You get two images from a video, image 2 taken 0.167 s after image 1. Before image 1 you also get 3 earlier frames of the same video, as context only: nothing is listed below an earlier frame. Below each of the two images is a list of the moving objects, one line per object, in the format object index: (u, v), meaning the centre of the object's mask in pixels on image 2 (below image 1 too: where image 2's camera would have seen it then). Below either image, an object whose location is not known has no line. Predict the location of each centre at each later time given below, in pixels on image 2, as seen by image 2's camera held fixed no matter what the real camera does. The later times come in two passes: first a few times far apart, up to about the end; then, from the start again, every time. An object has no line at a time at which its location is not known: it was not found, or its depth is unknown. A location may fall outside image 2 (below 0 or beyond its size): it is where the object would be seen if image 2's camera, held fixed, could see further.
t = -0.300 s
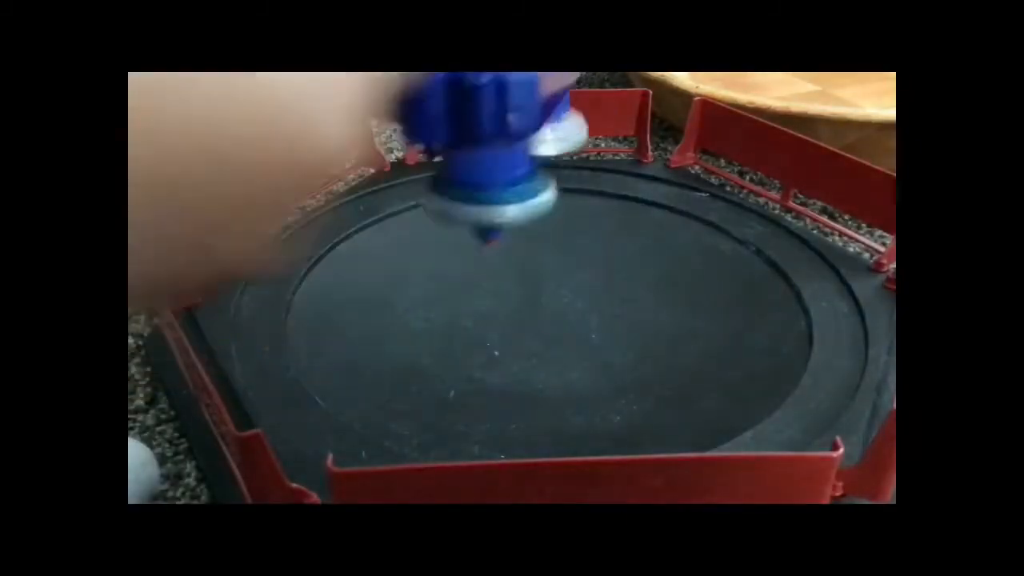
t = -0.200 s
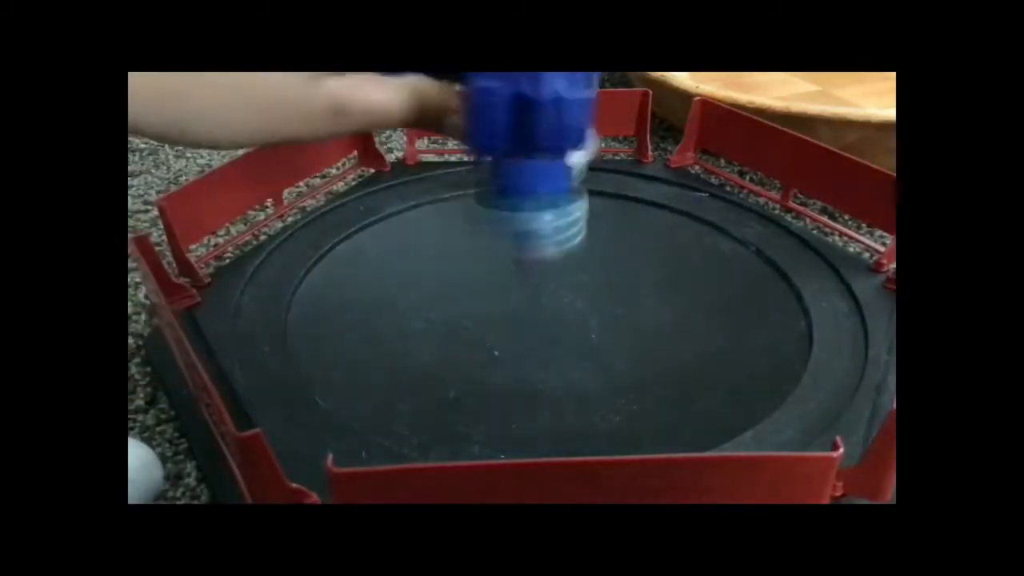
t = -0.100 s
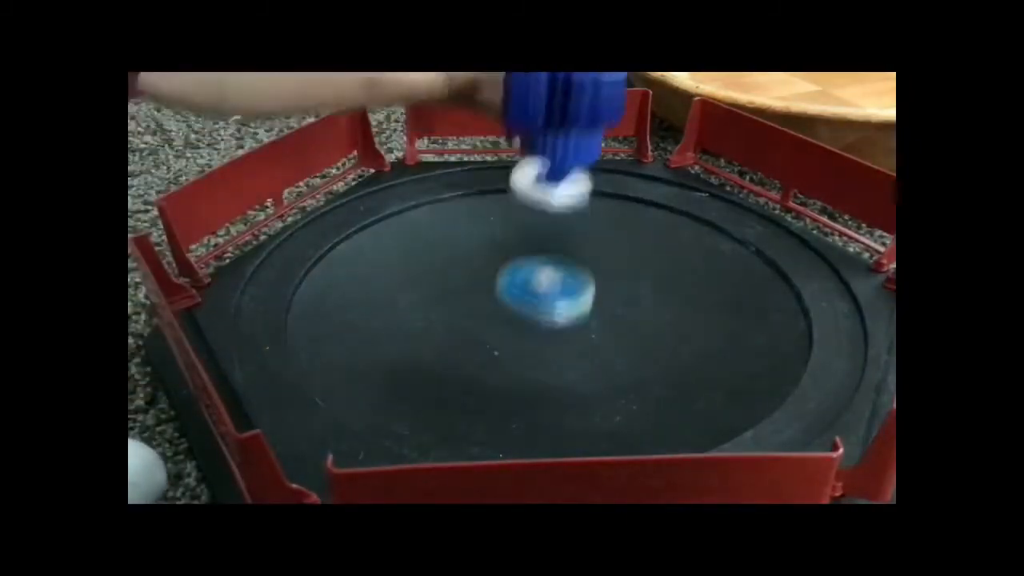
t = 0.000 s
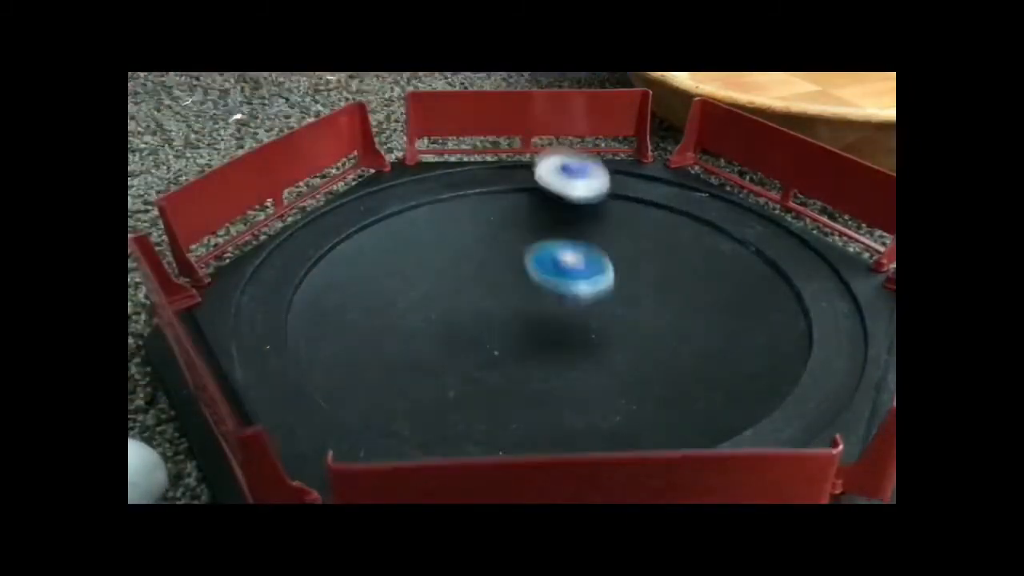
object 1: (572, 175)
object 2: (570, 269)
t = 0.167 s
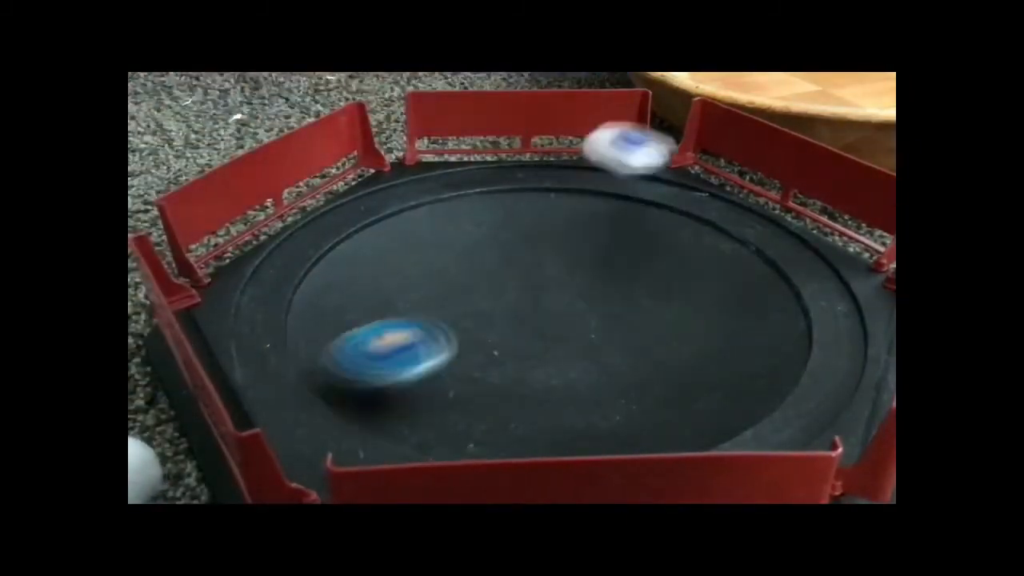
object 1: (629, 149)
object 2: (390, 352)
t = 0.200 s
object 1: (657, 140)
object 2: (339, 375)
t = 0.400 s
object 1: (756, 208)
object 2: (441, 425)
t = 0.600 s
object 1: (683, 286)
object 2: (397, 435)
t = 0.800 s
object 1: (503, 324)
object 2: (350, 426)
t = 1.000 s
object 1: (438, 329)
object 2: (340, 411)
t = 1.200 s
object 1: (452, 338)
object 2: (371, 390)
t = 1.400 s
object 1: (481, 332)
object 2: (599, 347)
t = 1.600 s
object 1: (503, 314)
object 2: (528, 228)
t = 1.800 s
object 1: (514, 293)
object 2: (346, 230)
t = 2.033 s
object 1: (519, 275)
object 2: (506, 355)
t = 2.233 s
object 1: (523, 272)
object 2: (670, 263)
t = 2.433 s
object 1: (534, 277)
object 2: (561, 174)
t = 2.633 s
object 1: (552, 285)
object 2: (425, 260)
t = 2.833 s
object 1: (574, 293)
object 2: (594, 366)
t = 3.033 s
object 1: (594, 301)
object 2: (777, 277)
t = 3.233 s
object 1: (606, 308)
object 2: (638, 212)
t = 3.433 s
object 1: (605, 316)
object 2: (466, 295)
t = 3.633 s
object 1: (596, 325)
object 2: (537, 412)
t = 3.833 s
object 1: (583, 333)
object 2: (745, 364)
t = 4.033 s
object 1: (567, 340)
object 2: (622, 281)
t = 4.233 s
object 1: (550, 342)
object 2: (422, 284)
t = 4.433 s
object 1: (531, 342)
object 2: (356, 369)
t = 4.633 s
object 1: (512, 338)
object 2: (574, 386)
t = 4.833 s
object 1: (491, 324)
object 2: (627, 290)
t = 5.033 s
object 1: (490, 317)
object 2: (514, 219)
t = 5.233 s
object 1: (494, 312)
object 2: (388, 268)
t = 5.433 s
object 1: (531, 301)
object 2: (488, 370)
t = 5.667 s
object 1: (552, 289)
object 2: (682, 315)
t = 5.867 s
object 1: (548, 282)
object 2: (607, 234)
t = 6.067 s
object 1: (511, 313)
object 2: (461, 222)
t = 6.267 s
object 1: (545, 333)
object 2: (396, 305)
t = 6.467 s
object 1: (796, 326)
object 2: (399, 374)
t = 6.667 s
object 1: (659, 294)
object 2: (585, 363)
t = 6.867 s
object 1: (531, 231)
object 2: (608, 305)
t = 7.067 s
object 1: (453, 247)
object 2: (552, 267)
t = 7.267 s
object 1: (310, 278)
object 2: (690, 283)
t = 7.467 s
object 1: (421, 381)
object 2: (644, 256)
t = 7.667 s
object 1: (642, 377)
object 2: (567, 317)
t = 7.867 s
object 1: (695, 325)
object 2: (601, 382)
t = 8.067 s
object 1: (655, 298)
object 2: (660, 354)
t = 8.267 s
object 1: (628, 216)
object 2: (552, 395)
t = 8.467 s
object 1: (555, 246)
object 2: (499, 393)
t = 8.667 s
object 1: (498, 282)
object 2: (448, 351)
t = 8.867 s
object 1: (481, 290)
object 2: (374, 321)
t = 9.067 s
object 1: (484, 288)
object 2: (416, 337)
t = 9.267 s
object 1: (644, 185)
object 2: (360, 372)
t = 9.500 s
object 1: (721, 188)
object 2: (508, 381)
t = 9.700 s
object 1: (666, 251)
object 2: (564, 316)
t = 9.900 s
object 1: (654, 312)
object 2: (509, 265)
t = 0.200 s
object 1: (657, 140)
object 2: (339, 375)
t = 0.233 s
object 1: (683, 150)
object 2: (351, 376)
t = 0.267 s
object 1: (705, 177)
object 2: (368, 400)
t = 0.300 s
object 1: (724, 193)
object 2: (368, 421)
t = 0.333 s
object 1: (737, 197)
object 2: (378, 427)
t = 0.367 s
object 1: (749, 201)
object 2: (420, 426)
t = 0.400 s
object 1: (756, 208)
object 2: (441, 425)
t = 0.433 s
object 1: (759, 214)
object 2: (449, 427)
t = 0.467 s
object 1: (758, 224)
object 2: (444, 429)
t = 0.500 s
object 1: (748, 240)
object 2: (430, 432)
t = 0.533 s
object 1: (733, 252)
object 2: (408, 437)
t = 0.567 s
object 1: (711, 272)
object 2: (403, 436)
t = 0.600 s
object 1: (683, 286)
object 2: (397, 435)
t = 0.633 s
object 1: (651, 299)
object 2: (386, 434)
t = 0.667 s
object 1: (617, 309)
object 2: (380, 433)
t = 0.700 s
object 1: (585, 315)
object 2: (372, 431)
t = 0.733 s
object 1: (555, 320)
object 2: (364, 430)
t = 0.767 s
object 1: (528, 323)
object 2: (356, 428)
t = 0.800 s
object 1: (503, 324)
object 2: (350, 426)
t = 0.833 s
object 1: (483, 325)
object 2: (345, 424)
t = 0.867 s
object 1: (467, 325)
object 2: (342, 422)
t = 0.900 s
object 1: (455, 326)
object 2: (340, 421)
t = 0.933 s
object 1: (446, 326)
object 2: (340, 420)
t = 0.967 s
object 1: (441, 327)
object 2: (340, 416)
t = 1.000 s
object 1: (438, 329)
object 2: (340, 411)
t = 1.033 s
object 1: (437, 330)
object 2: (340, 405)
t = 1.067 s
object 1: (438, 332)
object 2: (340, 396)
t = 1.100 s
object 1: (440, 334)
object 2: (339, 386)
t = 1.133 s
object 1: (443, 336)
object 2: (340, 380)
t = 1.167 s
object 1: (448, 337)
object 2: (350, 379)
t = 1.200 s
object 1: (452, 338)
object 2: (371, 390)
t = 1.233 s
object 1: (458, 338)
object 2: (410, 398)
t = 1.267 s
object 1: (463, 337)
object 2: (463, 403)
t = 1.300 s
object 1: (467, 335)
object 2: (514, 398)
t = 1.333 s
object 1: (472, 335)
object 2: (556, 387)
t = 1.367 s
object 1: (477, 334)
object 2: (584, 369)
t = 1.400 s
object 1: (481, 332)
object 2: (599, 347)
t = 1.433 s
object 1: (486, 330)
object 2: (603, 325)
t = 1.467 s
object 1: (490, 327)
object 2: (599, 303)
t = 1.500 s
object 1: (494, 324)
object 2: (589, 282)
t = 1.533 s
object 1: (497, 321)
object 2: (575, 262)
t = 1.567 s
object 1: (500, 317)
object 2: (555, 244)
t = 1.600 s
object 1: (503, 314)
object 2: (528, 228)
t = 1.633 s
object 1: (506, 310)
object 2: (499, 216)
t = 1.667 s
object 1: (508, 306)
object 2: (465, 208)
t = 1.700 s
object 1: (510, 303)
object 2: (432, 205)
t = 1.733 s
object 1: (511, 299)
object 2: (399, 207)
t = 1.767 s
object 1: (513, 296)
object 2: (369, 215)
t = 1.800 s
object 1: (514, 293)
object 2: (346, 230)
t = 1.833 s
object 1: (515, 290)
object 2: (333, 250)
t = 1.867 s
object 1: (516, 287)
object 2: (332, 274)
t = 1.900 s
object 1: (517, 284)
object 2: (345, 298)
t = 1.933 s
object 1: (517, 281)
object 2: (374, 322)
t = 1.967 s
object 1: (518, 279)
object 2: (414, 341)
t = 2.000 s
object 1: (519, 277)
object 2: (459, 353)
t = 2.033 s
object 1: (519, 275)
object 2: (506, 355)
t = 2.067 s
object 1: (519, 274)
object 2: (548, 351)
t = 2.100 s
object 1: (520, 273)
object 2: (587, 340)
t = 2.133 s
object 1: (520, 272)
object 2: (618, 326)
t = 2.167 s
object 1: (521, 272)
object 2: (645, 307)
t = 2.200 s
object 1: (522, 272)
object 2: (662, 286)
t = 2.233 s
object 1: (523, 272)
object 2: (670, 263)
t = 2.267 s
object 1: (524, 273)
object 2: (668, 242)
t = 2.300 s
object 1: (526, 273)
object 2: (658, 221)
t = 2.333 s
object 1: (528, 274)
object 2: (641, 203)
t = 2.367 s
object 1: (529, 275)
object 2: (618, 189)
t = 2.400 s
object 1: (532, 276)
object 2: (591, 179)
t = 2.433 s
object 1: (534, 277)
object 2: (561, 174)
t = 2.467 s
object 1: (536, 278)
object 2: (529, 175)
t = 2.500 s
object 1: (539, 279)
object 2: (497, 182)
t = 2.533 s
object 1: (542, 280)
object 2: (468, 195)
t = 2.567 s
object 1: (545, 282)
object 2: (446, 213)
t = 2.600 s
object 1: (548, 283)
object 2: (430, 235)
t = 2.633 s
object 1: (552, 285)
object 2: (425, 260)
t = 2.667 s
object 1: (556, 286)
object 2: (431, 285)
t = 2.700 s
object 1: (559, 288)
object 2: (448, 308)
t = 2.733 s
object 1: (563, 289)
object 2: (474, 329)
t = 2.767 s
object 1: (567, 290)
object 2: (508, 347)
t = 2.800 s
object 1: (571, 292)
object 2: (548, 360)
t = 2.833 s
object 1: (574, 293)
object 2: (594, 366)
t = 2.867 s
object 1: (578, 294)
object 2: (640, 365)
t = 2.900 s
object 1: (581, 296)
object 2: (683, 356)
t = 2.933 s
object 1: (584, 298)
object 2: (722, 340)
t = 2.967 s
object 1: (588, 299)
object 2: (751, 321)
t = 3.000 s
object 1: (591, 300)
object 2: (770, 299)
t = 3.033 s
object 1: (594, 301)
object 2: (777, 277)
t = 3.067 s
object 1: (596, 303)
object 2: (774, 257)
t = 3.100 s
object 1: (599, 304)
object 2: (760, 240)
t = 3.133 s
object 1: (601, 305)
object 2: (738, 226)
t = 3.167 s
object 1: (603, 306)
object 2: (709, 216)
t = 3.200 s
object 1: (604, 307)
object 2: (674, 212)
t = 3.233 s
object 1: (606, 308)
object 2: (638, 212)
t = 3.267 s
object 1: (607, 310)
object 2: (602, 218)
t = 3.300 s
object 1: (607, 311)
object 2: (566, 227)
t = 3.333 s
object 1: (607, 312)
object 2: (534, 241)
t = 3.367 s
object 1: (607, 314)
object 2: (507, 257)
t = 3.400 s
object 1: (606, 315)
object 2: (483, 276)
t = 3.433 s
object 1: (605, 316)
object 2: (466, 295)
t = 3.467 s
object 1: (604, 317)
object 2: (454, 317)
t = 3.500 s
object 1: (603, 319)
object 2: (449, 339)
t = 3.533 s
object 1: (601, 320)
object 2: (454, 362)
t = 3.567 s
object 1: (600, 322)
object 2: (469, 382)
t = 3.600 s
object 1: (598, 323)
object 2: (498, 400)
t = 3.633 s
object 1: (596, 325)
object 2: (537, 412)
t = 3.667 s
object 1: (594, 326)
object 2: (582, 418)
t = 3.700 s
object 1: (592, 327)
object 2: (628, 417)
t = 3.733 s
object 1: (591, 328)
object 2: (671, 411)
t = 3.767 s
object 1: (588, 330)
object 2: (707, 400)
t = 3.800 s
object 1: (586, 331)
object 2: (732, 384)
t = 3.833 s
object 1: (583, 333)
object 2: (745, 364)
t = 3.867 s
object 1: (581, 334)
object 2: (744, 344)
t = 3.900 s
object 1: (578, 335)
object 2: (734, 326)
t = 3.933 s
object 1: (575, 336)
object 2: (714, 311)
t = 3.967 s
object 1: (573, 337)
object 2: (687, 298)
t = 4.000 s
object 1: (571, 339)
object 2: (656, 288)
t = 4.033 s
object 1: (567, 340)
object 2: (622, 281)
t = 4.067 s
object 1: (564, 340)
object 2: (587, 276)
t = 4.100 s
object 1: (562, 341)
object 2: (553, 274)
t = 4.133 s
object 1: (559, 342)
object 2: (520, 274)
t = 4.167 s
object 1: (556, 342)
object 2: (488, 275)
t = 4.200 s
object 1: (552, 342)
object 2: (456, 277)
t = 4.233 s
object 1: (550, 342)
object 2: (422, 284)
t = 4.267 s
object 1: (547, 343)
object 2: (394, 291)
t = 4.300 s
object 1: (543, 343)
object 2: (370, 301)
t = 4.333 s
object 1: (540, 343)
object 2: (352, 315)
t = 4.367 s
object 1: (537, 343)
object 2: (342, 332)
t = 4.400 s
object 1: (534, 342)
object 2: (343, 350)
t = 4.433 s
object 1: (531, 342)
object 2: (356, 369)
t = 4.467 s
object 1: (527, 342)
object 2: (381, 386)
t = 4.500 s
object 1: (524, 342)
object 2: (418, 398)
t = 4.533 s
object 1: (521, 341)
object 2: (462, 403)
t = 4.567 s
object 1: (519, 340)
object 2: (504, 403)
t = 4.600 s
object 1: (515, 338)
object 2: (543, 398)
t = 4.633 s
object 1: (512, 338)
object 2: (574, 386)
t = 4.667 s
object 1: (510, 338)
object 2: (594, 370)
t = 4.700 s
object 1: (504, 335)
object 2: (615, 355)
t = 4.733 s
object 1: (499, 332)
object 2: (626, 342)
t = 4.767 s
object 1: (495, 328)
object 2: (632, 325)
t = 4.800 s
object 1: (493, 326)
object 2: (632, 307)
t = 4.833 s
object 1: (491, 324)
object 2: (627, 290)
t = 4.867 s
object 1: (490, 322)
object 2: (617, 274)
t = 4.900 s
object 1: (489, 321)
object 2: (604, 259)
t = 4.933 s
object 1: (489, 320)
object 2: (586, 245)
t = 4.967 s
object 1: (489, 319)
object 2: (565, 233)
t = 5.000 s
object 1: (490, 318)
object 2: (540, 225)
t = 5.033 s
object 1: (490, 317)
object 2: (514, 219)
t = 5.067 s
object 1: (490, 316)
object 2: (485, 217)
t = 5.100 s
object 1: (491, 315)
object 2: (459, 219)
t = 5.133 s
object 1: (492, 314)
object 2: (434, 226)
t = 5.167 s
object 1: (492, 314)
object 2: (412, 236)
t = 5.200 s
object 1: (493, 313)
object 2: (396, 250)
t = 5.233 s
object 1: (494, 312)
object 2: (388, 268)
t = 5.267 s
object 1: (496, 311)
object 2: (388, 287)
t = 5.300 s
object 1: (497, 310)
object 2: (397, 307)
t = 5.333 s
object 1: (501, 309)
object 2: (415, 326)
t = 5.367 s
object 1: (511, 307)
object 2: (430, 344)
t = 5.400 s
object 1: (522, 303)
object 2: (456, 359)
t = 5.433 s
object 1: (531, 301)
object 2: (488, 370)
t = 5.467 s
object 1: (538, 299)
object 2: (525, 375)
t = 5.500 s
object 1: (543, 298)
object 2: (563, 375)
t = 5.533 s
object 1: (547, 296)
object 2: (599, 370)
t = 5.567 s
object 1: (549, 294)
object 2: (629, 361)
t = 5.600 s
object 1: (551, 292)
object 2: (654, 348)
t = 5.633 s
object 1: (552, 290)
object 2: (673, 331)
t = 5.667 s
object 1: (552, 289)
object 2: (682, 315)
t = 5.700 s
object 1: (552, 287)
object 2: (685, 297)
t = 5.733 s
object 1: (551, 286)
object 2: (681, 280)
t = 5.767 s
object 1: (551, 285)
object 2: (670, 266)
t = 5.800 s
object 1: (550, 284)
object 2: (653, 253)
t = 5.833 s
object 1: (549, 283)
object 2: (632, 242)
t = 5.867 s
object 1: (548, 282)
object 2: (607, 234)
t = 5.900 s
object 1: (547, 282)
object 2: (581, 229)
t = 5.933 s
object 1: (539, 288)
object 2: (558, 221)
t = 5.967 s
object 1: (530, 295)
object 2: (537, 215)
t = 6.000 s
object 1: (522, 302)
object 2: (511, 213)
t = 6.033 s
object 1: (516, 308)
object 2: (485, 216)
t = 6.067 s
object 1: (511, 313)
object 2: (461, 222)
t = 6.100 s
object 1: (508, 318)
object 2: (440, 232)
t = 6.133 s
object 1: (506, 321)
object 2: (423, 245)
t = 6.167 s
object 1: (505, 324)
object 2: (412, 262)
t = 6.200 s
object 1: (506, 326)
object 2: (409, 279)
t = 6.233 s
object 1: (508, 327)
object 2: (413, 297)
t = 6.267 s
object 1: (545, 333)
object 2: (396, 305)
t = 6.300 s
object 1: (605, 345)
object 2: (369, 308)
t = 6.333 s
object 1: (663, 349)
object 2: (357, 316)
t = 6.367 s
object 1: (711, 348)
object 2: (354, 328)
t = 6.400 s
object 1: (751, 342)
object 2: (359, 343)
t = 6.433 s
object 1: (781, 335)
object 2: (374, 360)
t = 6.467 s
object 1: (796, 326)
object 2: (399, 374)
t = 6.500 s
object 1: (783, 309)
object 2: (429, 385)
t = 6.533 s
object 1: (766, 311)
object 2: (465, 391)
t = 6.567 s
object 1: (742, 310)
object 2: (503, 390)
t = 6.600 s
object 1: (715, 305)
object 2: (535, 385)
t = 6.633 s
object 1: (688, 300)
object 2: (565, 375)
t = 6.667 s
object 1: (659, 294)
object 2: (585, 363)
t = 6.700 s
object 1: (631, 289)
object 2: (598, 349)
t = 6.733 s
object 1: (605, 280)
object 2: (606, 335)
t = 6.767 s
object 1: (584, 268)
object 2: (608, 329)
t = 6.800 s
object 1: (565, 253)
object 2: (610, 324)
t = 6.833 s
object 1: (547, 240)
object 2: (611, 315)
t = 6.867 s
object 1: (531, 231)
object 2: (608, 305)
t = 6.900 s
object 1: (516, 225)
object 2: (603, 296)
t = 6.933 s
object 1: (502, 224)
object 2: (595, 287)
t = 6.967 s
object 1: (490, 227)
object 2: (585, 280)
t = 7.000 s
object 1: (479, 233)
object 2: (573, 273)
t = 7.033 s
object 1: (469, 241)
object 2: (559, 268)
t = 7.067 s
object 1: (453, 247)
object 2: (552, 267)
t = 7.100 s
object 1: (401, 231)
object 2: (585, 279)
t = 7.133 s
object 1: (371, 225)
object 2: (614, 288)
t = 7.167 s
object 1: (345, 239)
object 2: (639, 292)
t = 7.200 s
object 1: (326, 253)
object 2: (660, 293)
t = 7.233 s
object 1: (314, 265)
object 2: (678, 289)
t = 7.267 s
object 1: (310, 278)
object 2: (690, 283)
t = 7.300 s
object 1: (311, 293)
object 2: (697, 275)
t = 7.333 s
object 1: (315, 310)
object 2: (697, 268)
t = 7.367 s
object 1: (324, 328)
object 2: (691, 261)
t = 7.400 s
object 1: (344, 348)
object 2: (680, 256)
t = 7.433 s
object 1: (379, 368)
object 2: (663, 255)
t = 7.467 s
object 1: (421, 381)
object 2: (644, 256)
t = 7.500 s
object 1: (463, 391)
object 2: (624, 260)
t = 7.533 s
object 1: (508, 397)
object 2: (606, 268)
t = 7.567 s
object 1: (548, 396)
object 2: (590, 278)
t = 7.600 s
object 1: (585, 391)
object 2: (580, 290)
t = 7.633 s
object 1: (616, 385)
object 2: (572, 303)
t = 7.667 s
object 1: (642, 377)
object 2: (567, 317)
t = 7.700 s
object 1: (663, 367)
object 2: (563, 331)
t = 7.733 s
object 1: (677, 357)
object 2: (563, 343)
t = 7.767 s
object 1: (688, 348)
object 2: (565, 357)
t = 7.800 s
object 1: (694, 340)
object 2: (573, 368)
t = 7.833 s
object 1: (696, 331)
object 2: (585, 376)
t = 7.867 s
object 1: (695, 325)
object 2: (601, 382)
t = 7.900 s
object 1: (692, 320)
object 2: (620, 384)
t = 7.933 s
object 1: (687, 314)
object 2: (638, 383)
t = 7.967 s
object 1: (680, 311)
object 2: (654, 378)
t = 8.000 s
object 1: (671, 308)
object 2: (664, 371)
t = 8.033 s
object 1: (663, 304)
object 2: (667, 362)
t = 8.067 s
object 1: (655, 298)
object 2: (660, 354)
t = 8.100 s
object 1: (659, 280)
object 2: (635, 365)
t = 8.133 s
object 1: (658, 259)
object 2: (615, 374)
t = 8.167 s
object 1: (654, 242)
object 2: (597, 381)
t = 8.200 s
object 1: (648, 229)
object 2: (579, 387)
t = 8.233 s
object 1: (638, 221)
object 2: (564, 392)
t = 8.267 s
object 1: (628, 216)
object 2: (552, 395)
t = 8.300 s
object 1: (617, 216)
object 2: (540, 399)
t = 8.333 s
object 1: (605, 218)
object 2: (531, 400)
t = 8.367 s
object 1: (592, 223)
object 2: (523, 400)
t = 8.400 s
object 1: (579, 230)
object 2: (514, 399)
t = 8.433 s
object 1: (567, 237)
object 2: (506, 397)
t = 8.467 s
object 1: (555, 246)
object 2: (499, 393)
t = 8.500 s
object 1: (543, 253)
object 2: (492, 388)
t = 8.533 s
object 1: (532, 261)
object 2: (485, 382)
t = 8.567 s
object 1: (523, 268)
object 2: (478, 375)
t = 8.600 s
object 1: (513, 274)
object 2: (470, 367)
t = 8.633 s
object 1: (506, 279)
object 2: (460, 359)
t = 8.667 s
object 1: (498, 282)
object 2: (448, 351)
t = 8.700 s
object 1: (490, 286)
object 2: (436, 343)
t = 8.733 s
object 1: (484, 288)
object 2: (425, 336)
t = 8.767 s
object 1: (476, 291)
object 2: (415, 329)
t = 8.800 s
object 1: (472, 293)
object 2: (405, 323)
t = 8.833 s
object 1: (473, 292)
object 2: (389, 321)
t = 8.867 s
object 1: (481, 290)
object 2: (374, 321)
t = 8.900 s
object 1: (485, 289)
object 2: (364, 322)
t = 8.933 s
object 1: (489, 288)
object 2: (361, 326)
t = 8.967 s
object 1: (490, 288)
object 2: (365, 331)
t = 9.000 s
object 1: (489, 288)
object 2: (377, 336)
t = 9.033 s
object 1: (487, 288)
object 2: (396, 338)
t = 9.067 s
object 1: (484, 288)
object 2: (416, 337)
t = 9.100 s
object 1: (482, 286)
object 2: (436, 333)
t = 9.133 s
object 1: (492, 278)
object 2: (434, 332)
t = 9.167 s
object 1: (536, 258)
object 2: (394, 345)
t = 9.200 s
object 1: (582, 224)
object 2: (364, 356)
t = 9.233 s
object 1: (618, 203)
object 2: (354, 362)
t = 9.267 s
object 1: (644, 185)
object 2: (360, 372)
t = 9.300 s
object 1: (665, 178)
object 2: (374, 382)
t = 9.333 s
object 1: (680, 179)
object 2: (394, 389)
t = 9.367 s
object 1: (696, 177)
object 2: (418, 393)
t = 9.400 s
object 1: (711, 177)
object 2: (442, 394)
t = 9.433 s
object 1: (717, 180)
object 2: (467, 392)
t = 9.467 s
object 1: (721, 184)
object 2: (489, 388)
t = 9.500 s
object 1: (721, 188)
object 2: (508, 381)
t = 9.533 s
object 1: (717, 191)
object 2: (522, 372)
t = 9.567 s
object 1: (711, 194)
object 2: (535, 363)
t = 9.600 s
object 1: (704, 201)
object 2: (545, 351)
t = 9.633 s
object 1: (694, 215)
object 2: (553, 339)
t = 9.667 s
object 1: (682, 231)
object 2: (559, 328)
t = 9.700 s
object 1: (666, 251)
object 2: (564, 316)
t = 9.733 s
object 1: (649, 269)
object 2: (568, 304)
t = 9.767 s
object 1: (646, 284)
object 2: (558, 294)
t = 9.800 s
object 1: (655, 290)
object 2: (537, 286)
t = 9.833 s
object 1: (660, 298)
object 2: (525, 280)
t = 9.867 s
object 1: (659, 303)
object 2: (517, 272)
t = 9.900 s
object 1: (654, 312)
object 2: (509, 265)
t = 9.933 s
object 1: (646, 317)
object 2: (499, 258)
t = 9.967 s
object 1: (638, 322)
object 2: (490, 251)
